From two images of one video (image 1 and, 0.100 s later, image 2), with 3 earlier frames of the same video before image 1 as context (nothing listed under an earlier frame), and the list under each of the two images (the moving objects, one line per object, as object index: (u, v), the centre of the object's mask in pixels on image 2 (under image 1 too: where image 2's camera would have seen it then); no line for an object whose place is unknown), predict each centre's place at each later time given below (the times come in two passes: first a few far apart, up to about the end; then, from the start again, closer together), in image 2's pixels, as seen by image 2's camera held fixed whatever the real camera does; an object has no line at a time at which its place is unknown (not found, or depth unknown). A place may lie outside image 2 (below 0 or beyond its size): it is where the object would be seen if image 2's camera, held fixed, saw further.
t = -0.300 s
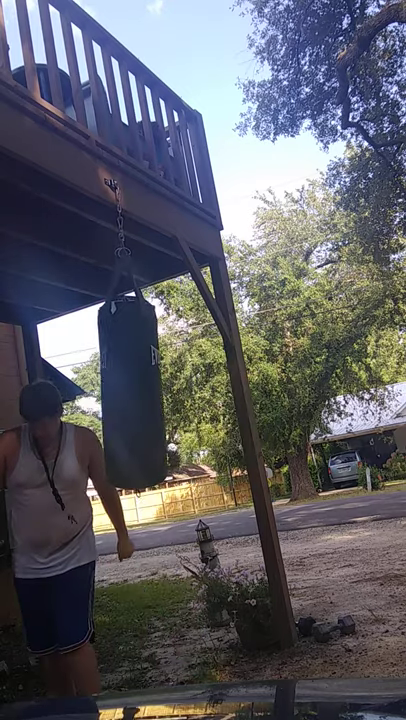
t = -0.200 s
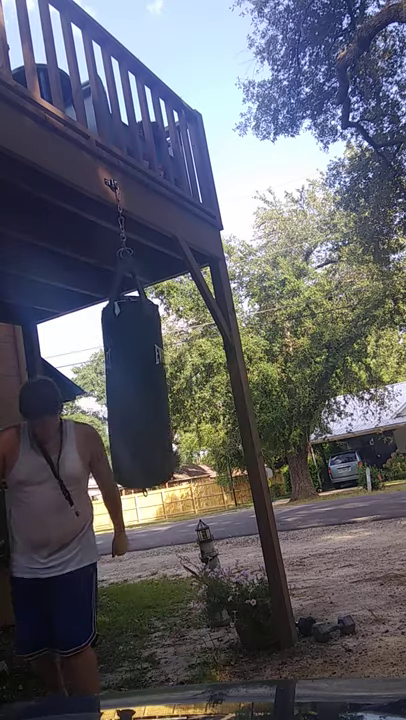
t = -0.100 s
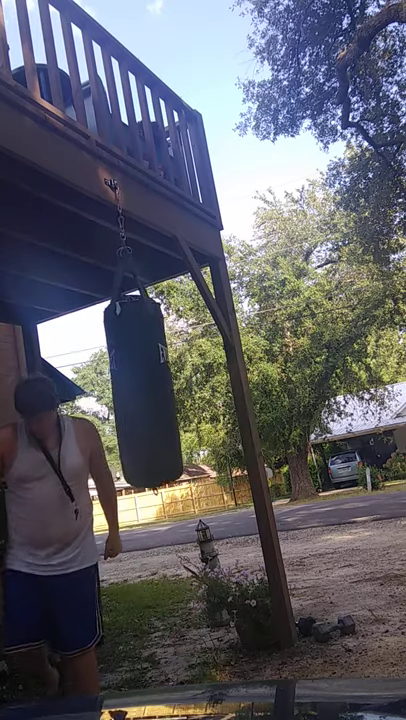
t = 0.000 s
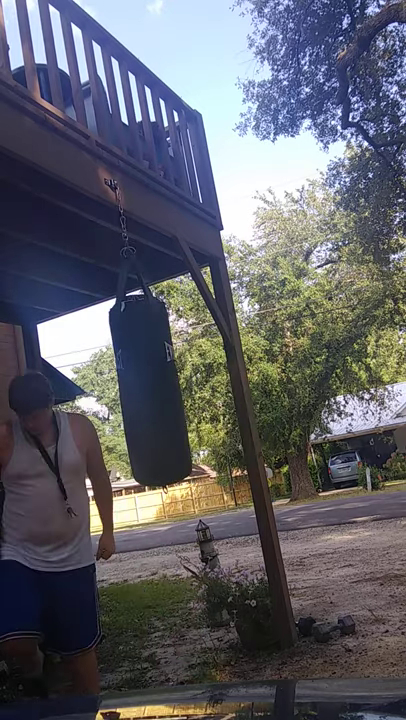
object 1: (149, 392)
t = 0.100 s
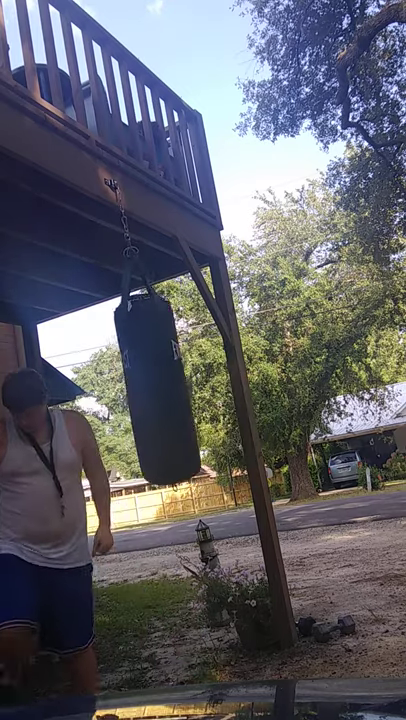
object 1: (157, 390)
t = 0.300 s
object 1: (168, 387)
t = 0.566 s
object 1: (176, 386)
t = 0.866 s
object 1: (167, 387)
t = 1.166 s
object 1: (148, 391)
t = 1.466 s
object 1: (131, 394)
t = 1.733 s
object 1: (127, 395)
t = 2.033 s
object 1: (139, 393)
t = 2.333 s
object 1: (159, 389)
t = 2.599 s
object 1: (172, 386)
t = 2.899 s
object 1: (173, 386)
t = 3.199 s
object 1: (158, 390)
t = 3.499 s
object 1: (138, 394)
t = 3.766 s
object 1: (128, 395)
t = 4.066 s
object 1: (132, 395)
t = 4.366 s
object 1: (149, 393)
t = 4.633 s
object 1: (166, 389)
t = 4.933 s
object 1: (175, 387)
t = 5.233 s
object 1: (167, 389)
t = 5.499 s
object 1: (150, 392)
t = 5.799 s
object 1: (132, 395)
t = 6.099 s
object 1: (128, 395)
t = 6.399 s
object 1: (140, 394)
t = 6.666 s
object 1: (157, 391)
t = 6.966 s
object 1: (172, 387)
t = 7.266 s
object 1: (173, 386)
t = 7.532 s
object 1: (161, 390)
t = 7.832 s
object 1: (141, 393)
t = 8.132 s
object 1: (128, 395)
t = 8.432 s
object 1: (132, 394)
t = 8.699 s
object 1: (147, 392)
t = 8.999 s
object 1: (166, 389)
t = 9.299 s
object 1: (174, 386)
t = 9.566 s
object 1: (169, 388)
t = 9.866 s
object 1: (151, 392)
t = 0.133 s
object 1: (159, 389)
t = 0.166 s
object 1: (161, 389)
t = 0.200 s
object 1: (163, 388)
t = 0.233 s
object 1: (164, 388)
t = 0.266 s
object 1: (166, 388)
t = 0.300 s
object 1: (168, 387)
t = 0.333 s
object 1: (170, 387)
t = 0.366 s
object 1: (171, 387)
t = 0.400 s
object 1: (172, 386)
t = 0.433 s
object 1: (173, 385)
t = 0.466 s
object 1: (174, 385)
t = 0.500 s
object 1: (174, 384)
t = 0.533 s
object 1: (174, 384)
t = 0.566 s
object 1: (176, 386)
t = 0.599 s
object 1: (175, 385)
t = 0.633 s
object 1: (175, 385)
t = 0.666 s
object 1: (175, 385)
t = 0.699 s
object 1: (174, 385)
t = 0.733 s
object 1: (173, 385)
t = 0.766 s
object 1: (172, 386)
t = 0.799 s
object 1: (170, 386)
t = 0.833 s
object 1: (169, 386)
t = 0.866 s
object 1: (167, 387)
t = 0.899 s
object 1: (166, 387)
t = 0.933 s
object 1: (164, 388)
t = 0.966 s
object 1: (162, 389)
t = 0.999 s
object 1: (159, 389)
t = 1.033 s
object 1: (157, 390)
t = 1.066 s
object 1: (155, 390)
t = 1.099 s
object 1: (152, 390)
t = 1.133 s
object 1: (150, 391)
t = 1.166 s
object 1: (148, 391)
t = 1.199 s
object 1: (146, 392)
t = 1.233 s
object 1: (143, 392)
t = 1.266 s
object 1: (141, 392)
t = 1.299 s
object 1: (139, 393)
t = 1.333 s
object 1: (137, 394)
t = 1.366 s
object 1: (135, 394)
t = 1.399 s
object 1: (133, 394)
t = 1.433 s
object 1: (132, 394)
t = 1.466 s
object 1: (131, 394)
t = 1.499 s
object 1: (129, 394)
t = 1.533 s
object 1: (128, 394)
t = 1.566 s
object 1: (128, 395)
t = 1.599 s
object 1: (127, 395)
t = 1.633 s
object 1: (127, 395)
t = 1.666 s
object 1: (127, 395)
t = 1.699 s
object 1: (127, 395)
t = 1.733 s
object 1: (127, 395)
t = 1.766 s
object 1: (128, 395)
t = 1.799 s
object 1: (129, 395)
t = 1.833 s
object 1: (130, 394)
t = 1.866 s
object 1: (131, 394)
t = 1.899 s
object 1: (132, 394)
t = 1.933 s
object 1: (133, 394)
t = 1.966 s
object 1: (135, 394)
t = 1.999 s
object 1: (137, 393)
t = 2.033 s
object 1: (139, 393)
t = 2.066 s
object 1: (141, 393)
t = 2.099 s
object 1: (144, 392)
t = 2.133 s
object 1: (146, 392)
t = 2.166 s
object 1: (148, 391)
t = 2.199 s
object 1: (150, 391)
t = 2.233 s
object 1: (152, 390)
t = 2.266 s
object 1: (155, 390)
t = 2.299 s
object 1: (157, 390)
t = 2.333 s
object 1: (159, 389)
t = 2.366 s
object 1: (161, 389)
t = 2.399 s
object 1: (163, 388)
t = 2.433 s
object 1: (165, 388)
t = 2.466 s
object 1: (167, 387)
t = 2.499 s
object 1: (169, 387)
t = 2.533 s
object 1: (170, 386)
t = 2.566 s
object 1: (171, 386)
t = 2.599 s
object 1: (172, 386)
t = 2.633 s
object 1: (173, 385)
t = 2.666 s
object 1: (174, 385)
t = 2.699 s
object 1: (174, 385)
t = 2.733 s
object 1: (175, 385)
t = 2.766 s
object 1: (175, 385)
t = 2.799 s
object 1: (175, 385)
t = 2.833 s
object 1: (175, 385)
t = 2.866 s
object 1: (174, 385)
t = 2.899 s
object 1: (173, 386)
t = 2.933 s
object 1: (172, 386)
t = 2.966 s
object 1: (171, 386)
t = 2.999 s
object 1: (170, 387)
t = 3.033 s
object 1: (168, 387)
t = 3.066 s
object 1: (167, 388)
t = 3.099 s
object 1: (165, 388)
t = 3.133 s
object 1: (163, 389)
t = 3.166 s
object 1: (161, 389)
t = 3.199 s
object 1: (158, 390)
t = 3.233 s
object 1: (156, 390)
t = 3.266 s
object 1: (154, 391)
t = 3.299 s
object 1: (152, 391)
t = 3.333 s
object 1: (149, 391)
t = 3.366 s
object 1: (147, 392)
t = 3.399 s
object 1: (145, 393)
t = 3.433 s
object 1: (143, 393)
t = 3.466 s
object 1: (140, 393)
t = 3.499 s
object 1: (138, 394)
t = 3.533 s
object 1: (136, 394)
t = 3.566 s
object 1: (134, 394)
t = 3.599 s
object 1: (133, 394)
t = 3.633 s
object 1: (132, 394)
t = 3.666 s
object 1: (130, 394)
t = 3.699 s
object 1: (129, 395)
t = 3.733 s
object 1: (128, 395)
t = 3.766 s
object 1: (128, 395)
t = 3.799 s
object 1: (127, 396)
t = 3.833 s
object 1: (127, 396)
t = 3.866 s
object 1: (127, 395)
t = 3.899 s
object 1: (127, 396)
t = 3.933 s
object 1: (128, 396)
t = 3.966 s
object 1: (128, 396)
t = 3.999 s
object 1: (129, 395)
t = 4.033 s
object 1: (130, 395)
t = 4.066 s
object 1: (132, 395)
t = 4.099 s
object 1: (133, 395)
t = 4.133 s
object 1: (134, 395)
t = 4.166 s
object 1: (137, 395)
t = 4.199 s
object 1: (139, 395)
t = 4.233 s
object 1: (140, 394)
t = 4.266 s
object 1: (143, 394)
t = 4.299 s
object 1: (145, 394)
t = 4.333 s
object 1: (147, 393)
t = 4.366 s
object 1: (149, 393)
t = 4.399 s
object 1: (151, 392)
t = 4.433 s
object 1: (154, 392)
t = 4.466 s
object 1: (156, 391)
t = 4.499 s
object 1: (158, 391)
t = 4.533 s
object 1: (160, 391)
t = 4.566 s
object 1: (162, 390)
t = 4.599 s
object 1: (165, 390)
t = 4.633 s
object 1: (166, 389)
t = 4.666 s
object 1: (168, 389)
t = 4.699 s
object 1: (169, 389)
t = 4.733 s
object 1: (171, 388)
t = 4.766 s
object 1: (172, 388)
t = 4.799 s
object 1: (173, 387)
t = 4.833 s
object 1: (174, 387)
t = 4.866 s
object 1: (174, 387)
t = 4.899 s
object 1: (175, 387)
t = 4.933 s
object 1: (175, 387)
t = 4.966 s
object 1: (175, 387)
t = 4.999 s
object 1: (175, 387)
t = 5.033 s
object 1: (174, 387)
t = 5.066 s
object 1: (173, 387)
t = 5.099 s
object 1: (173, 387)
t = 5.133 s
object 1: (171, 388)
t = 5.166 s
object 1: (170, 388)
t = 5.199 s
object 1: (169, 388)
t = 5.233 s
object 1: (167, 389)
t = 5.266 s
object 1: (166, 389)
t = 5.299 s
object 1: (164, 390)
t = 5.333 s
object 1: (162, 390)
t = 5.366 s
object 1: (159, 390)
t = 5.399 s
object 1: (157, 391)
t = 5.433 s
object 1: (155, 391)
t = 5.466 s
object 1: (153, 391)
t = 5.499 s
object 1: (150, 392)
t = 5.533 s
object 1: (148, 392)
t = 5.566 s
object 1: (146, 393)
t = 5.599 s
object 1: (144, 393)
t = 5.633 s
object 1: (142, 393)
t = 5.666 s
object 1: (139, 394)
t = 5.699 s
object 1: (138, 394)
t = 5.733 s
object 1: (136, 394)
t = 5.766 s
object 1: (134, 394)
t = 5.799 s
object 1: (132, 395)
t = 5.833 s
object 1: (131, 395)
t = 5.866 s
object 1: (130, 395)
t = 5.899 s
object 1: (129, 395)
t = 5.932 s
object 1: (129, 395)
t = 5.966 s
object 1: (128, 395)
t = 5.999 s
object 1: (128, 395)
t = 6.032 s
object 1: (128, 395)
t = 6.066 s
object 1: (128, 395)
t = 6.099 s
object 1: (128, 395)
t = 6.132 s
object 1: (129, 395)
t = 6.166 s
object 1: (129, 395)
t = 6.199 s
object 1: (130, 395)
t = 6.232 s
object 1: (131, 394)
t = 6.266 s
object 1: (133, 394)
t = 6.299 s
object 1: (134, 394)
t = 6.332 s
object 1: (136, 394)
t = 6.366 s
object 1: (138, 394)
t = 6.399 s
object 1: (140, 394)
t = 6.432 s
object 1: (142, 394)
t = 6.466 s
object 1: (144, 393)
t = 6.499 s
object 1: (146, 392)
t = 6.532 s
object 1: (148, 392)
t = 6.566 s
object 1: (151, 392)
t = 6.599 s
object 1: (153, 392)
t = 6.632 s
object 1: (155, 391)
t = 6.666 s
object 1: (157, 391)
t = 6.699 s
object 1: (159, 390)
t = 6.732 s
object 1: (161, 390)
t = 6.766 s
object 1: (163, 389)
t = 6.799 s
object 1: (165, 389)
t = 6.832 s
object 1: (167, 388)
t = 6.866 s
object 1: (169, 388)
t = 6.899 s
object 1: (170, 388)
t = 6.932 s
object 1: (171, 387)
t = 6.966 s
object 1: (172, 387)
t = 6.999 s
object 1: (173, 387)
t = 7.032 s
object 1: (174, 386)
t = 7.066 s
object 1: (174, 386)
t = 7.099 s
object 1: (174, 386)
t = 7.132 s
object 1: (174, 386)
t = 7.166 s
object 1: (174, 386)
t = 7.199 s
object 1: (174, 386)
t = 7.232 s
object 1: (173, 386)
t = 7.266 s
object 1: (173, 386)
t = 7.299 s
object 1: (172, 387)
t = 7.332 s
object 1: (171, 387)
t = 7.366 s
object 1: (170, 388)
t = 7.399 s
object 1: (168, 388)
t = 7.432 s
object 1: (166, 388)
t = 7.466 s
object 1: (165, 389)
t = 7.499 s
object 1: (163, 389)
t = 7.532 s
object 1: (161, 390)
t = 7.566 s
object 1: (158, 390)
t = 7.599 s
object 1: (156, 391)
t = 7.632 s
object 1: (154, 391)
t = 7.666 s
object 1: (152, 392)
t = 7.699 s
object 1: (149, 392)
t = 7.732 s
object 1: (147, 392)
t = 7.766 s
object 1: (145, 392)
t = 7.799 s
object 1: (143, 393)
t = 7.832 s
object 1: (141, 393)
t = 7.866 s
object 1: (139, 394)
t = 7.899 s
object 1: (137, 394)
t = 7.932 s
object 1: (135, 394)
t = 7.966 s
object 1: (133, 394)
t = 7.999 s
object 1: (132, 394)
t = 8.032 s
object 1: (131, 394)
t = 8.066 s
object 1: (130, 395)
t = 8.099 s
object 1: (129, 395)
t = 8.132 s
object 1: (128, 395)
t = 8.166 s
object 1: (128, 395)
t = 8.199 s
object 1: (128, 395)
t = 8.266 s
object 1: (128, 395)
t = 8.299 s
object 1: (128, 395)
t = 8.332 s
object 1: (129, 395)
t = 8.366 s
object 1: (130, 395)
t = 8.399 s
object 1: (131, 394)
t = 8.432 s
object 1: (132, 394)
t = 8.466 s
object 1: (133, 394)
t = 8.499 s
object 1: (135, 394)
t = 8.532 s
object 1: (137, 394)
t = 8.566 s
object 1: (139, 394)
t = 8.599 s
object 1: (141, 393)
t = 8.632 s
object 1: (142, 393)
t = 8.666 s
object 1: (145, 393)
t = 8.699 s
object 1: (147, 392)
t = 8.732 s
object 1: (149, 392)
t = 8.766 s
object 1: (152, 392)
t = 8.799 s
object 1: (154, 391)
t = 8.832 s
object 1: (156, 391)
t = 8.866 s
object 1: (158, 390)
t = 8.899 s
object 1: (160, 390)
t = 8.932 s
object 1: (162, 390)
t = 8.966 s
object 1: (164, 389)
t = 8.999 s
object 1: (166, 389)
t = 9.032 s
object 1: (168, 389)
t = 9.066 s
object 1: (169, 388)
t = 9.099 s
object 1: (170, 387)
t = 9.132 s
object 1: (172, 387)
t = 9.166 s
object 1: (173, 387)
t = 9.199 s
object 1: (173, 386)
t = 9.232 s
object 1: (174, 386)
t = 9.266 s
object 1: (174, 386)
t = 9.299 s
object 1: (174, 386)
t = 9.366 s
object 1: (174, 386)
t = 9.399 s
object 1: (174, 386)
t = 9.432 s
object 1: (173, 386)
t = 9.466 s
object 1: (173, 387)
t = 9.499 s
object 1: (172, 387)
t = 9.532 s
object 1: (170, 387)
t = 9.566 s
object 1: (169, 388)
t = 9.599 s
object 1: (167, 388)
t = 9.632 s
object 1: (166, 389)
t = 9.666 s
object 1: (164, 389)
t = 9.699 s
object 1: (162, 390)
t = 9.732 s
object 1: (160, 390)
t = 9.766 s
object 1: (158, 390)
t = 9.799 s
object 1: (155, 391)
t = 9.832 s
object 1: (153, 391)
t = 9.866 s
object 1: (151, 392)
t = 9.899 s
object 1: (148, 392)
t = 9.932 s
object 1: (146, 393)
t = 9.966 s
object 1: (144, 393)
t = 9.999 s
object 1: (142, 393)
